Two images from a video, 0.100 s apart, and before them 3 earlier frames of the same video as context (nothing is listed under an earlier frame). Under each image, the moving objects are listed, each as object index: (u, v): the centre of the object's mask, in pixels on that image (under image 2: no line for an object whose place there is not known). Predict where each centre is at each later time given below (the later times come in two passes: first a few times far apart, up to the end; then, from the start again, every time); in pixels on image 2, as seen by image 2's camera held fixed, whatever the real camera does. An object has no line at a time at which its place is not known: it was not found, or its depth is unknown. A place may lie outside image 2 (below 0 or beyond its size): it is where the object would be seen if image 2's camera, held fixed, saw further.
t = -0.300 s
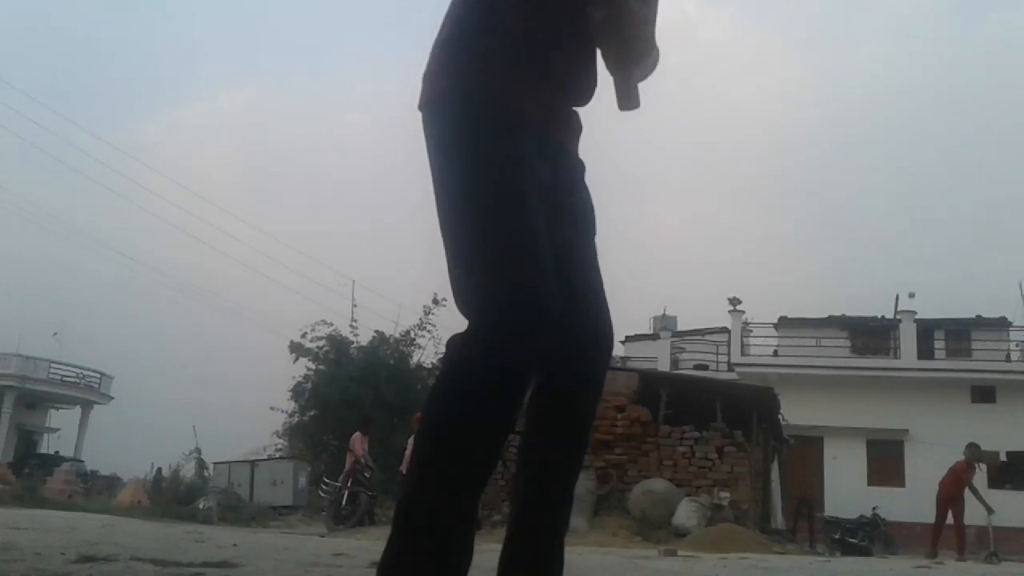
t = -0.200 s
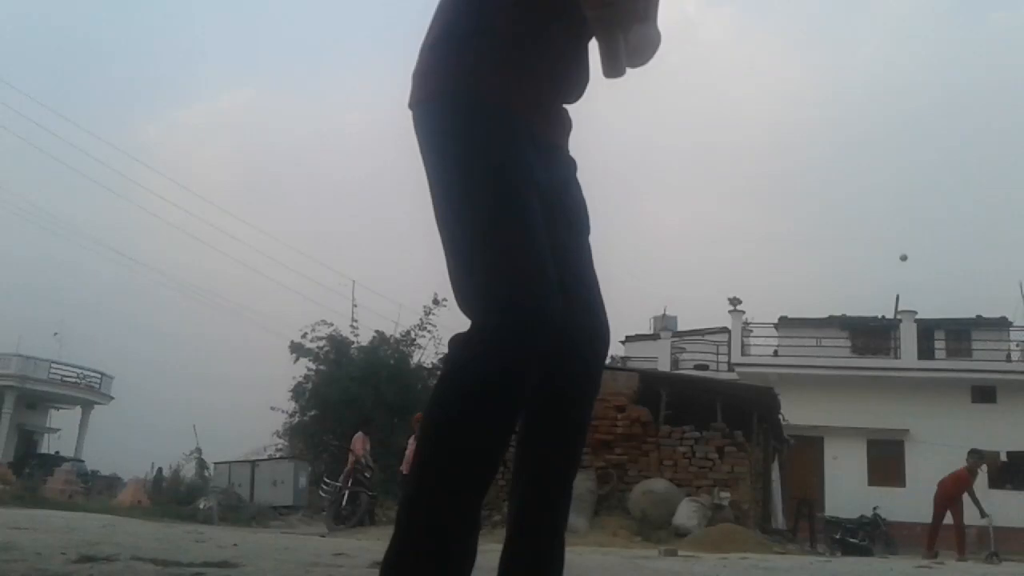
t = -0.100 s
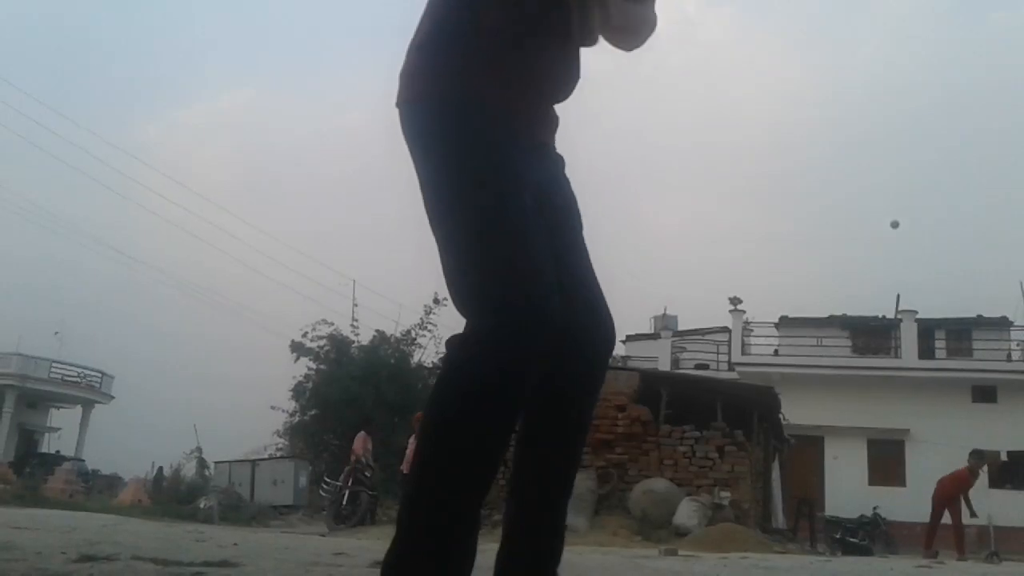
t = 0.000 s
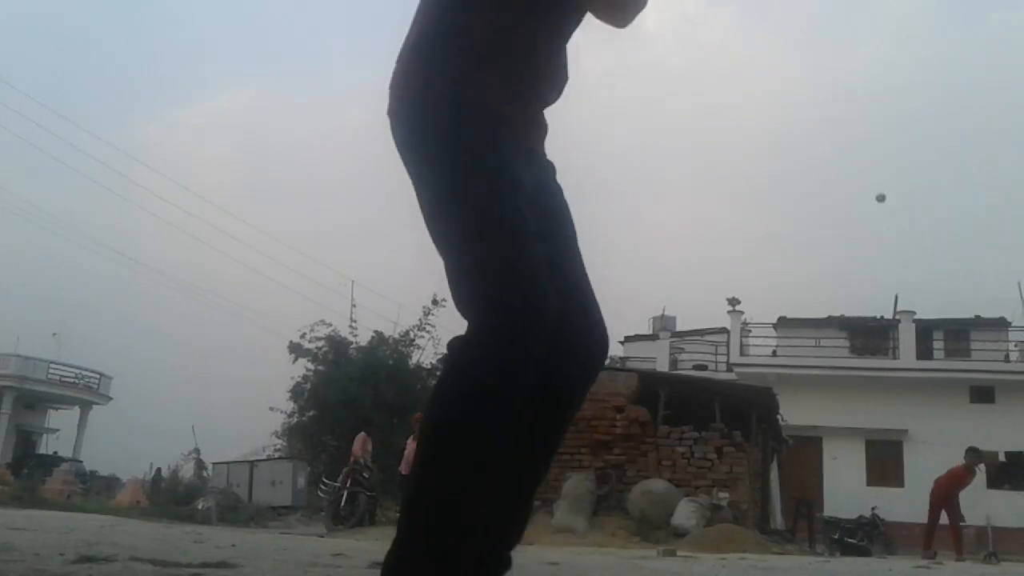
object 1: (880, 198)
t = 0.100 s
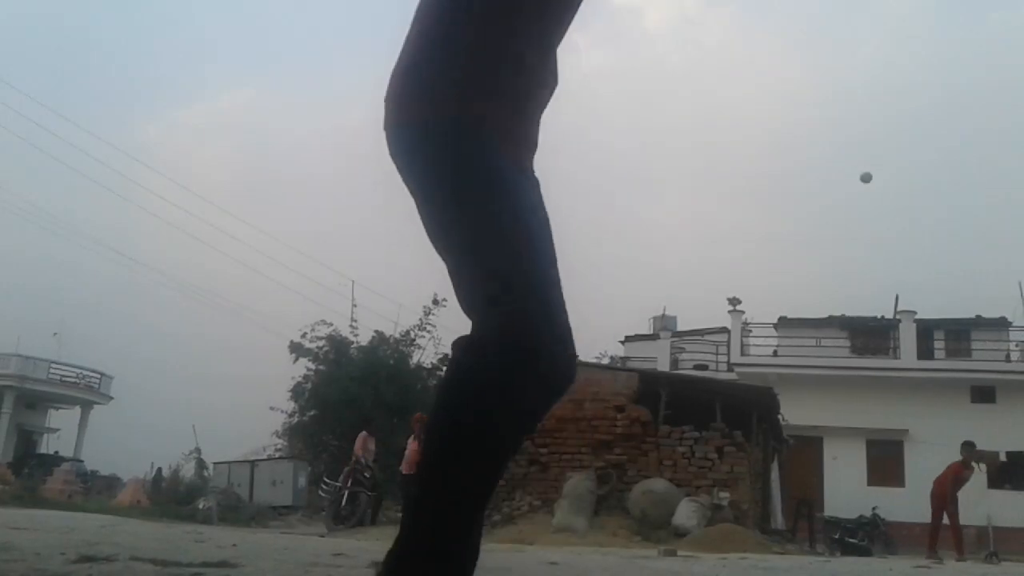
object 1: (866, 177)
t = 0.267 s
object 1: (825, 176)
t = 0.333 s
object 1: (800, 196)
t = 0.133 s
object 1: (860, 173)
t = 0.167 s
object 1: (853, 171)
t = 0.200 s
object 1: (845, 170)
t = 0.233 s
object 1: (835, 171)
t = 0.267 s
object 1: (825, 176)
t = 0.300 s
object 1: (814, 184)
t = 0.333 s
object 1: (800, 196)
